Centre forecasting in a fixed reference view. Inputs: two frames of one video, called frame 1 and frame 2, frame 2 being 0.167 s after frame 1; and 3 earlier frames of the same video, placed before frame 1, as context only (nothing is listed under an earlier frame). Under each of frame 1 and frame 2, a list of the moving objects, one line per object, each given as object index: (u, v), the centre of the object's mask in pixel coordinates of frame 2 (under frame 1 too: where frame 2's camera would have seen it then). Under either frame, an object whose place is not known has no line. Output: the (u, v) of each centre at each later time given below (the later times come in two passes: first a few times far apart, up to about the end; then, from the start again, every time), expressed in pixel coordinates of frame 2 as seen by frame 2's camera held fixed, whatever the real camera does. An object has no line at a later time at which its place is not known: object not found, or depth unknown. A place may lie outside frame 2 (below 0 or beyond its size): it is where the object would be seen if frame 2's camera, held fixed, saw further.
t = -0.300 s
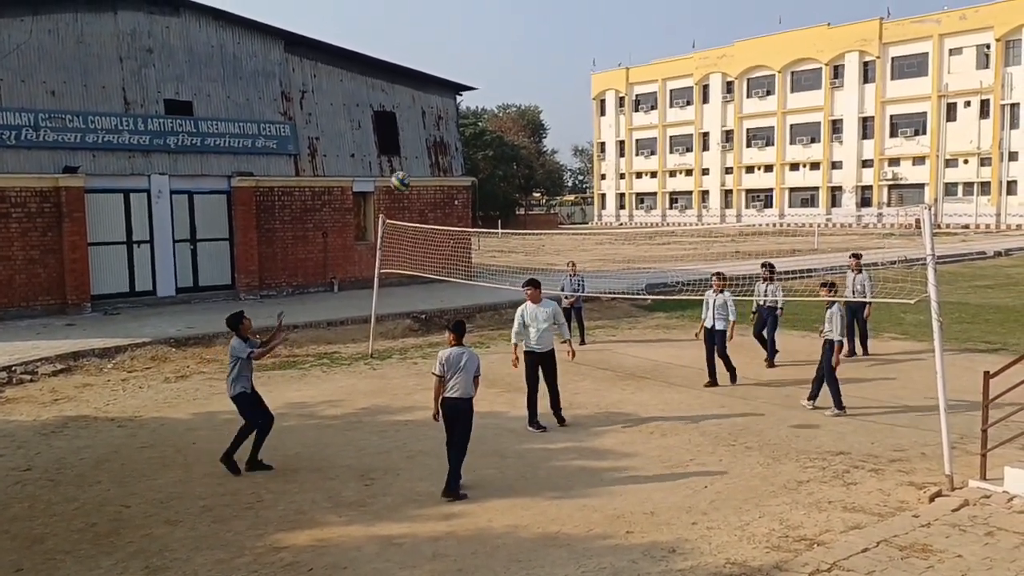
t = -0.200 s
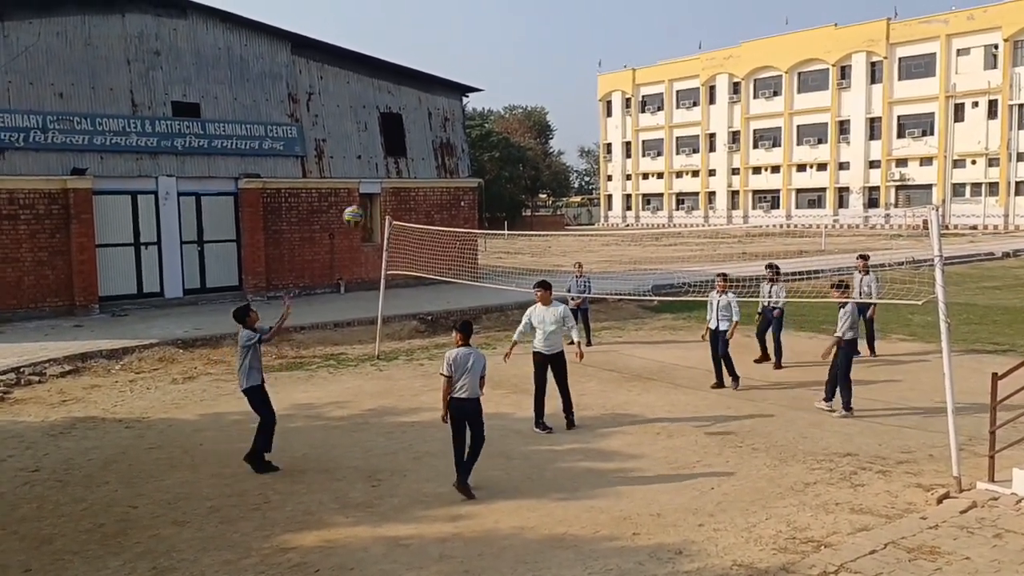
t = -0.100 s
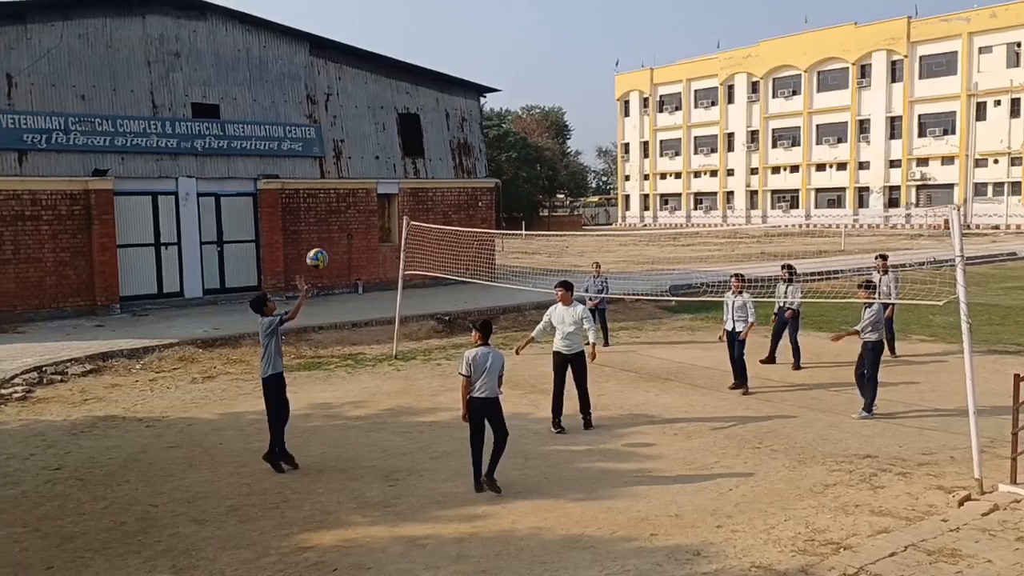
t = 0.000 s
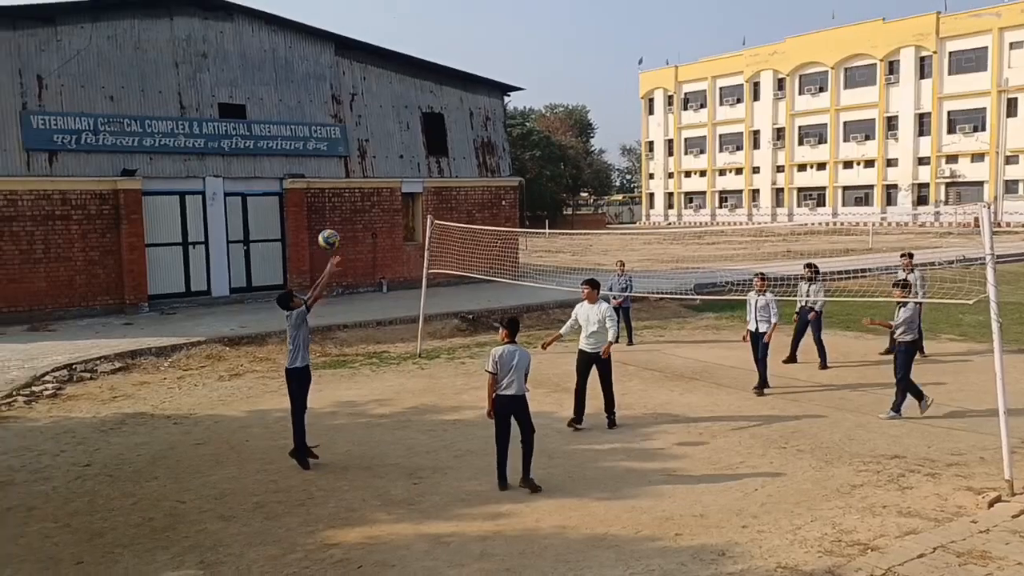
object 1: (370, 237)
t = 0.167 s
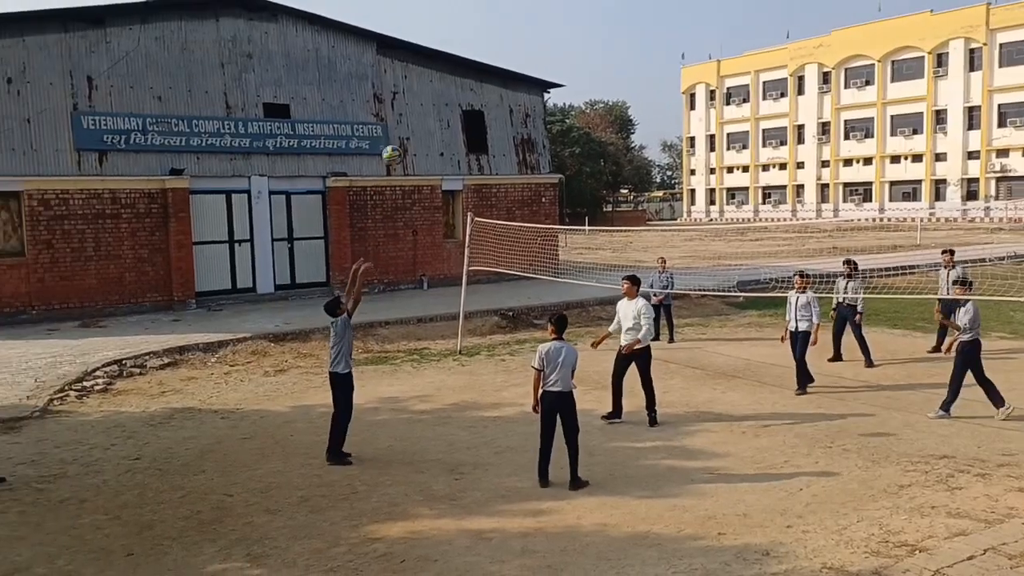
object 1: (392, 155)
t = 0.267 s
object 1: (404, 119)
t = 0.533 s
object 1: (437, 64)
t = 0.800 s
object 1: (469, 77)
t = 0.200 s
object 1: (396, 142)
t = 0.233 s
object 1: (399, 129)
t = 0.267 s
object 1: (404, 119)
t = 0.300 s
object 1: (409, 108)
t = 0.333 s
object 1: (413, 99)
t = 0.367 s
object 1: (417, 90)
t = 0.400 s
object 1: (421, 83)
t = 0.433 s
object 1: (425, 77)
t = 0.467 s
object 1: (429, 71)
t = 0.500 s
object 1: (433, 68)
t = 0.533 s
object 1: (437, 64)
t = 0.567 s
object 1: (442, 63)
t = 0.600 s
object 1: (446, 62)
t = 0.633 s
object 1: (449, 61)
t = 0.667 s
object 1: (453, 63)
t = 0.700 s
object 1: (458, 65)
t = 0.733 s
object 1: (462, 67)
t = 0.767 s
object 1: (466, 71)
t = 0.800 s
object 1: (469, 77)
